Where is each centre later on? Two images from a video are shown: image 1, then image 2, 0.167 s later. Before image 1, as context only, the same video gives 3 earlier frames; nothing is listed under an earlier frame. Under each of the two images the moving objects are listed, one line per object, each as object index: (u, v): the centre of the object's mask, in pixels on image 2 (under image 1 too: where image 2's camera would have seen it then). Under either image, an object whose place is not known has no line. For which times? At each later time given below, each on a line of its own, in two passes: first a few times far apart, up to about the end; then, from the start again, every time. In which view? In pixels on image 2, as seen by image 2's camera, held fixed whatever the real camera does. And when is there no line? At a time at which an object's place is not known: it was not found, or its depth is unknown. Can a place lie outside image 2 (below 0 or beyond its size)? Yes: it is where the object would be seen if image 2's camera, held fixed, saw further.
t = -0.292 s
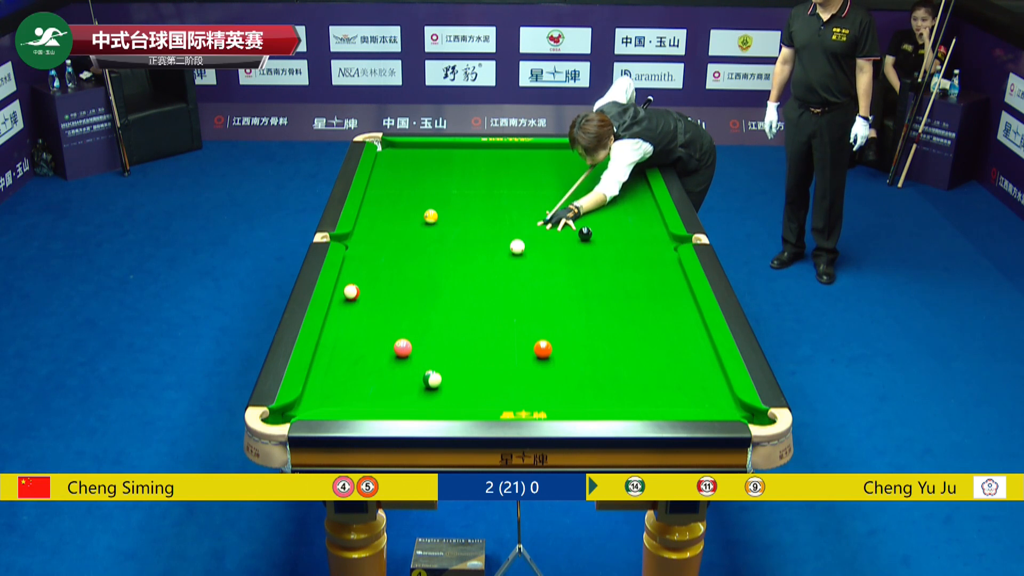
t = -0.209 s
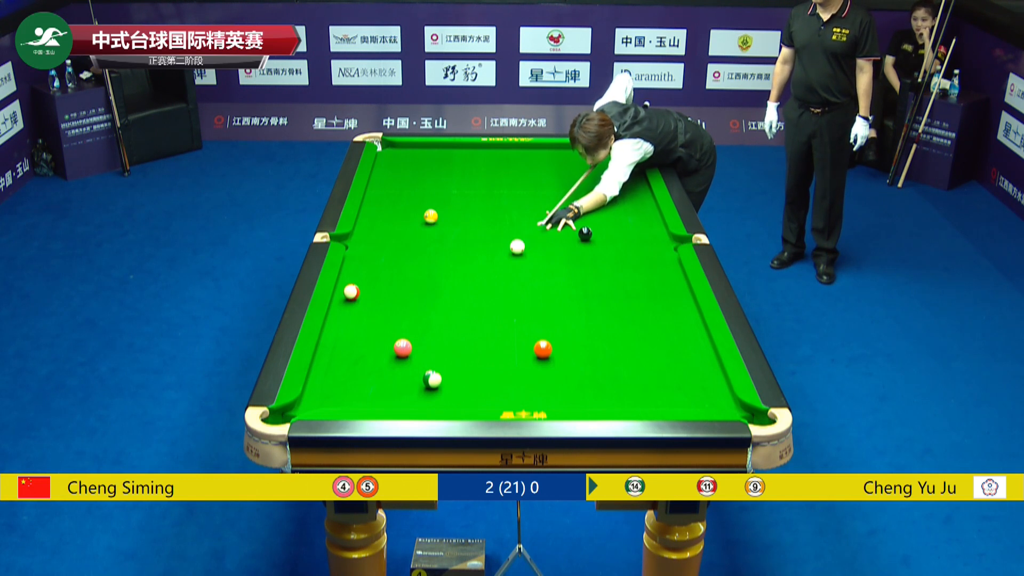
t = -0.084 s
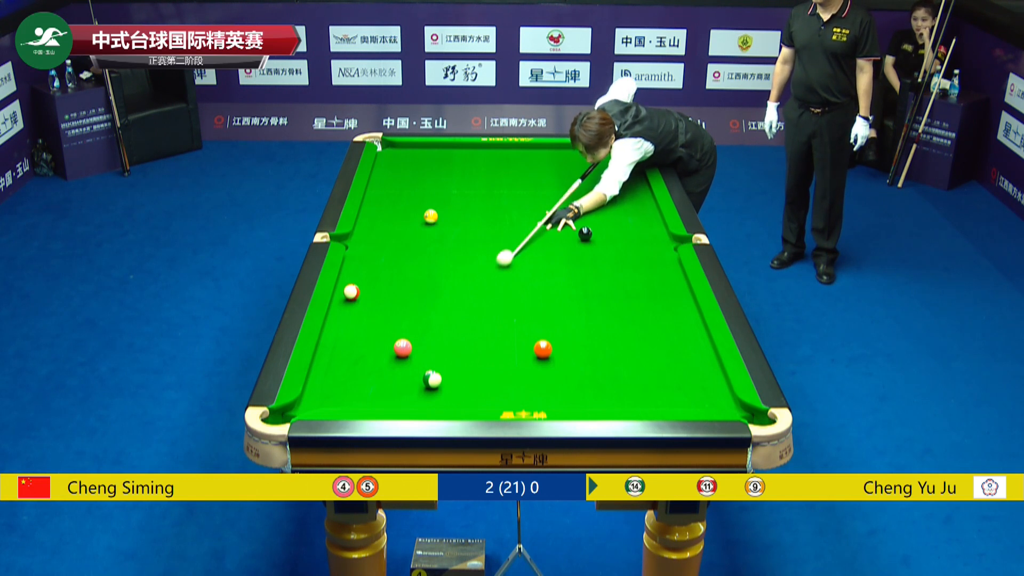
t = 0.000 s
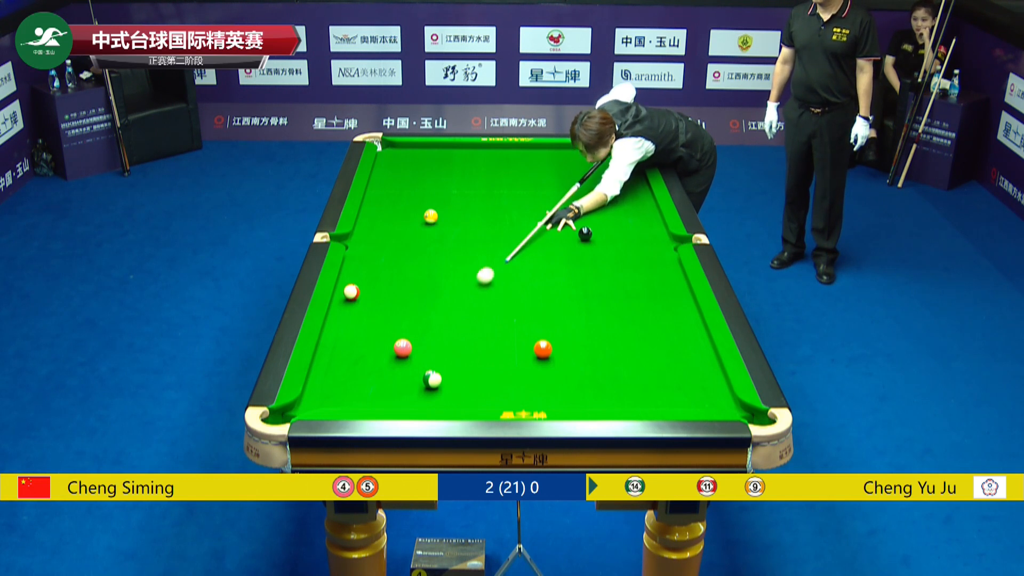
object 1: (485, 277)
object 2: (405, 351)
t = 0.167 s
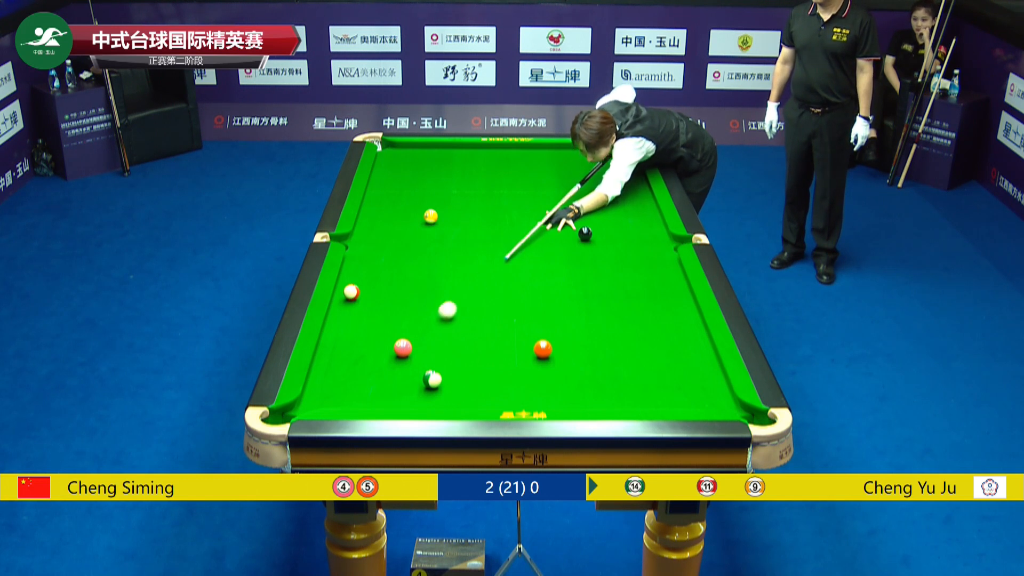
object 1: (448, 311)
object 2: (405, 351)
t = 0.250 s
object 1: (430, 327)
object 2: (405, 351)
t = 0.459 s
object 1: (421, 343)
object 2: (370, 369)
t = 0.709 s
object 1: (431, 344)
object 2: (314, 403)
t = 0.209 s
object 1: (439, 319)
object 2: (405, 351)
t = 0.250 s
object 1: (430, 327)
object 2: (405, 351)
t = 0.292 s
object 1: (421, 335)
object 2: (405, 351)
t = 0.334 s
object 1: (415, 341)
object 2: (402, 352)
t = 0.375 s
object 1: (417, 342)
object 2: (392, 358)
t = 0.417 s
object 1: (419, 343)
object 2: (380, 362)
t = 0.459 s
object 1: (421, 343)
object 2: (370, 369)
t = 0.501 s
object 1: (422, 343)
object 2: (361, 375)
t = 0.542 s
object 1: (424, 343)
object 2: (352, 380)
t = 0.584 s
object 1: (426, 343)
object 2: (343, 386)
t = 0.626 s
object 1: (428, 343)
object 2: (333, 392)
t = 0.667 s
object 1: (430, 344)
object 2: (324, 398)
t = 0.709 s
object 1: (431, 344)
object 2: (314, 403)
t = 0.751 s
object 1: (433, 344)
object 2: (304, 408)
